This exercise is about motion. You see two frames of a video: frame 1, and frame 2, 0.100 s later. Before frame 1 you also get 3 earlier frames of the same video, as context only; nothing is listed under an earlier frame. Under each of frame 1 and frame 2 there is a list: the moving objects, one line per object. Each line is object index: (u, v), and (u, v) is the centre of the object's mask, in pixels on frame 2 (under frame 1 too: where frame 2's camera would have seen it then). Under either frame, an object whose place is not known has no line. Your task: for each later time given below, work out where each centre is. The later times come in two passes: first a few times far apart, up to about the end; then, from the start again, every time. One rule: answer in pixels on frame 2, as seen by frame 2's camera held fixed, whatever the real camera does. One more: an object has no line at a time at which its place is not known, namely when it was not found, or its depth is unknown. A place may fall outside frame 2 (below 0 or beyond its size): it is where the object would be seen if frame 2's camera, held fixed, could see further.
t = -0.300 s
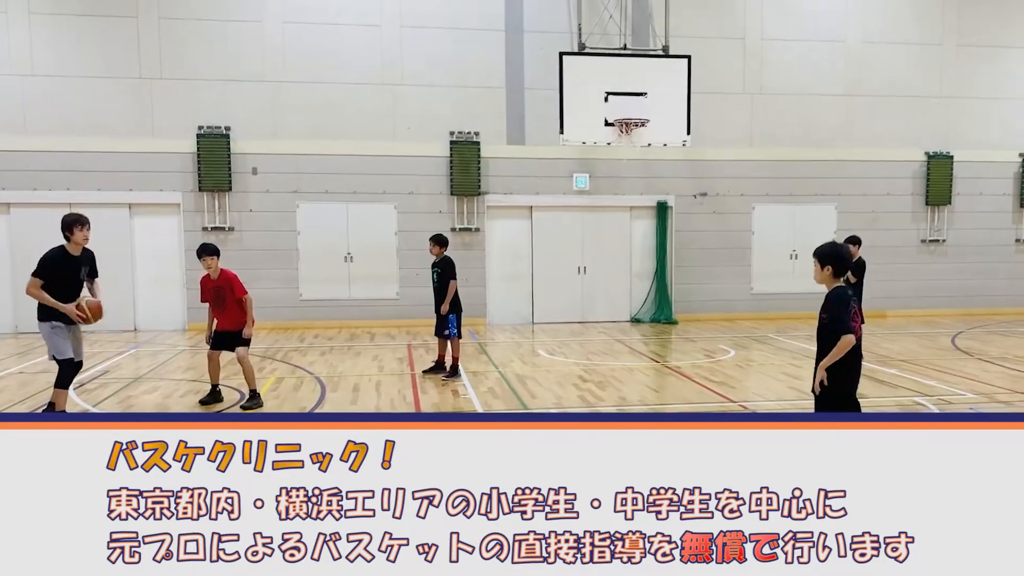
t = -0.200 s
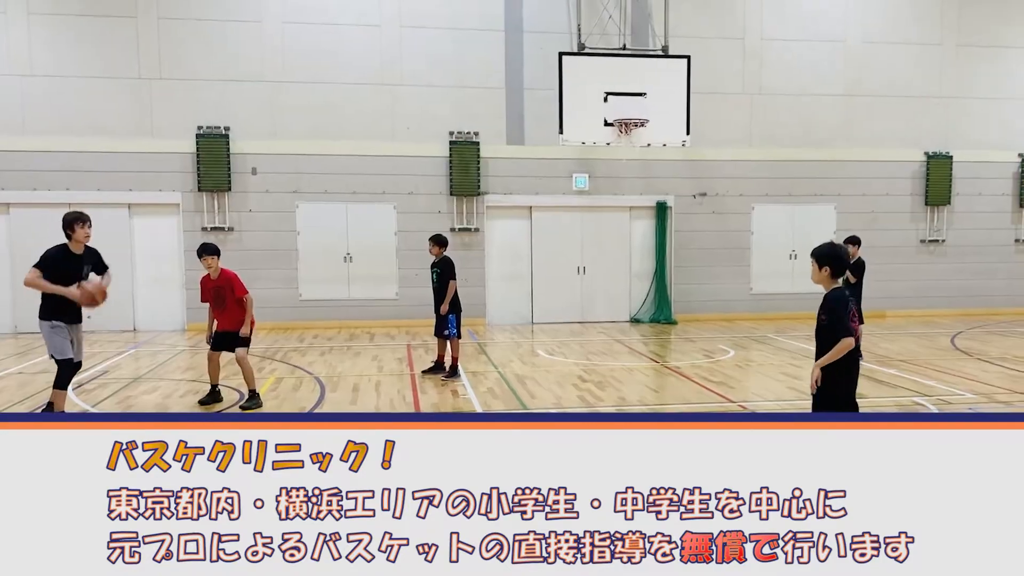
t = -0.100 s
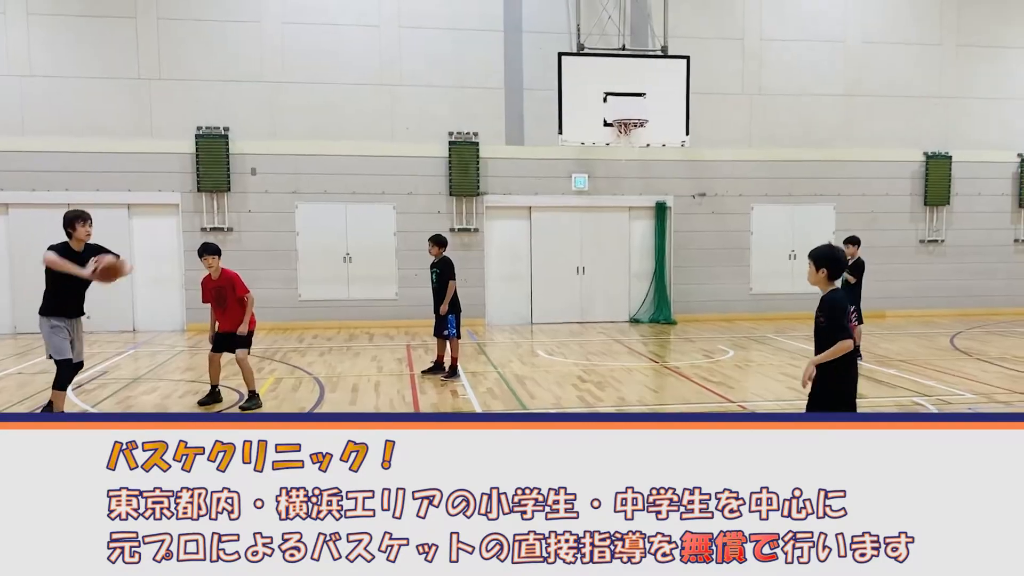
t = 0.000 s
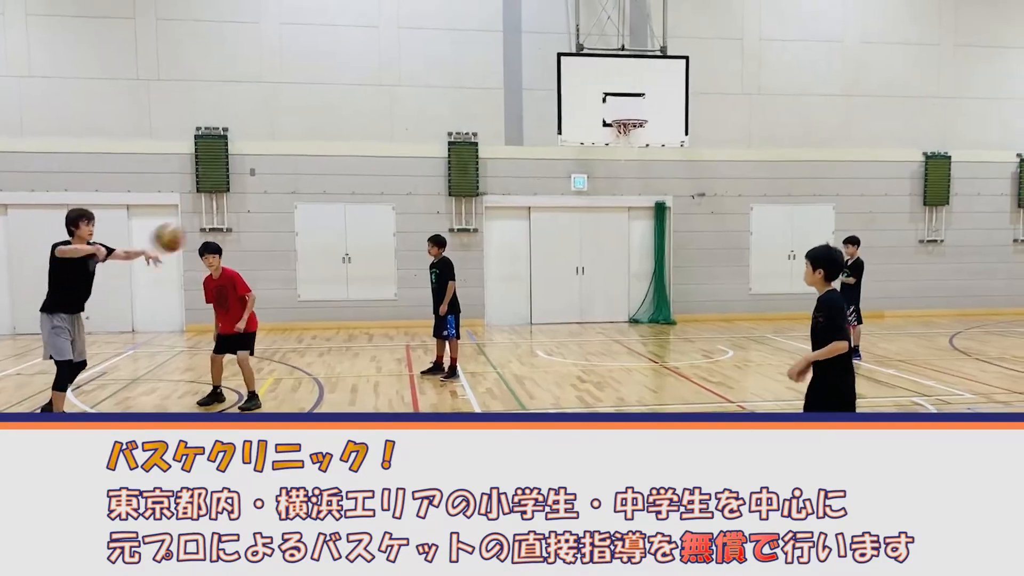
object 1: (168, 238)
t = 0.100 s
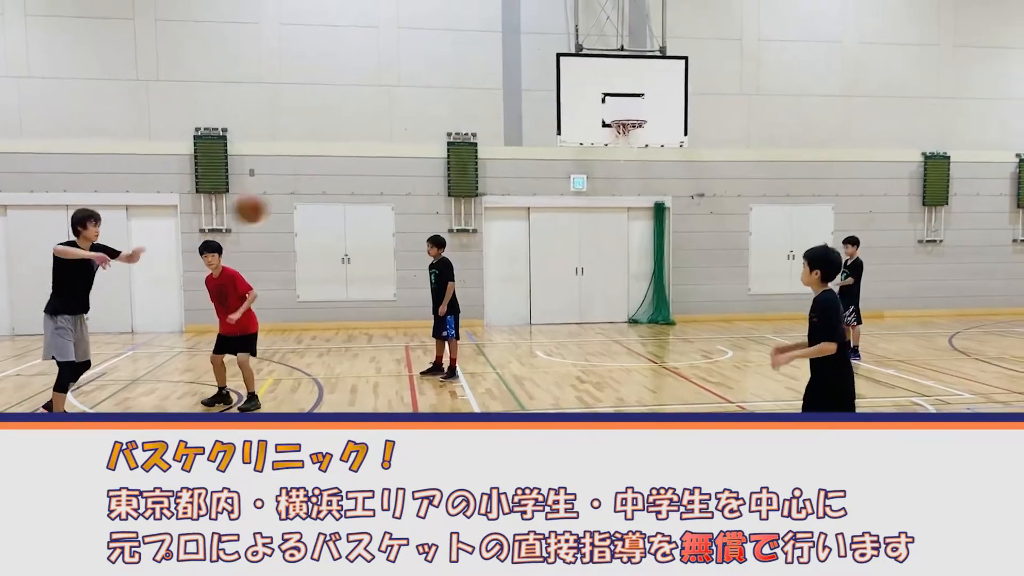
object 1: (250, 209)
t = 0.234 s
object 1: (371, 185)
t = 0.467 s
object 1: (612, 202)
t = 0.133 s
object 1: (279, 200)
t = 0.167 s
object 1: (308, 193)
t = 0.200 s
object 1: (339, 190)
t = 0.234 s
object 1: (371, 185)
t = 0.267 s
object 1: (402, 183)
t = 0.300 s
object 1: (436, 182)
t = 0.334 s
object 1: (469, 182)
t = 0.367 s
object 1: (503, 185)
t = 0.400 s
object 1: (539, 189)
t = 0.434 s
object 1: (574, 196)
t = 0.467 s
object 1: (612, 202)
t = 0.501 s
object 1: (649, 212)
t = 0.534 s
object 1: (689, 222)
